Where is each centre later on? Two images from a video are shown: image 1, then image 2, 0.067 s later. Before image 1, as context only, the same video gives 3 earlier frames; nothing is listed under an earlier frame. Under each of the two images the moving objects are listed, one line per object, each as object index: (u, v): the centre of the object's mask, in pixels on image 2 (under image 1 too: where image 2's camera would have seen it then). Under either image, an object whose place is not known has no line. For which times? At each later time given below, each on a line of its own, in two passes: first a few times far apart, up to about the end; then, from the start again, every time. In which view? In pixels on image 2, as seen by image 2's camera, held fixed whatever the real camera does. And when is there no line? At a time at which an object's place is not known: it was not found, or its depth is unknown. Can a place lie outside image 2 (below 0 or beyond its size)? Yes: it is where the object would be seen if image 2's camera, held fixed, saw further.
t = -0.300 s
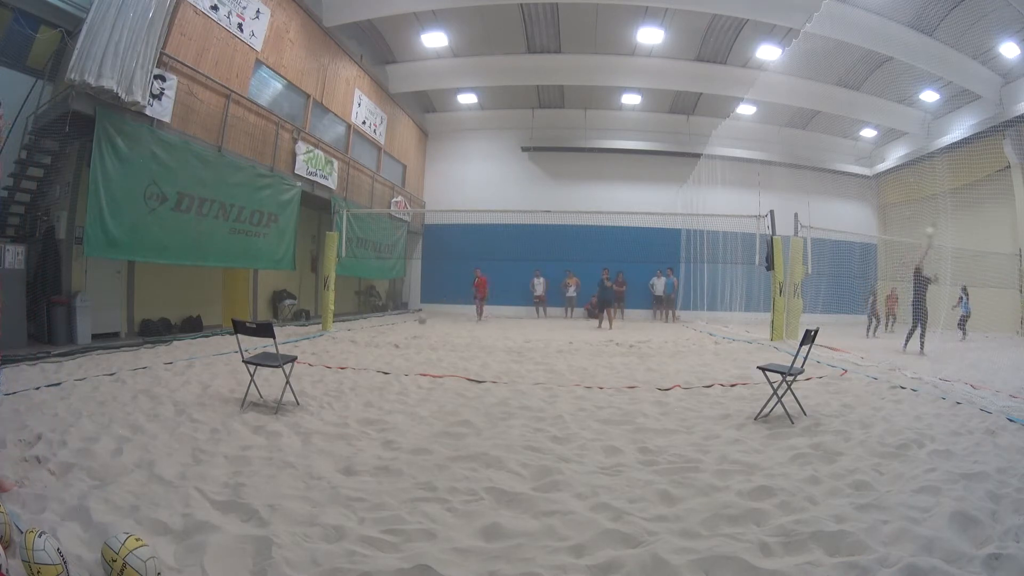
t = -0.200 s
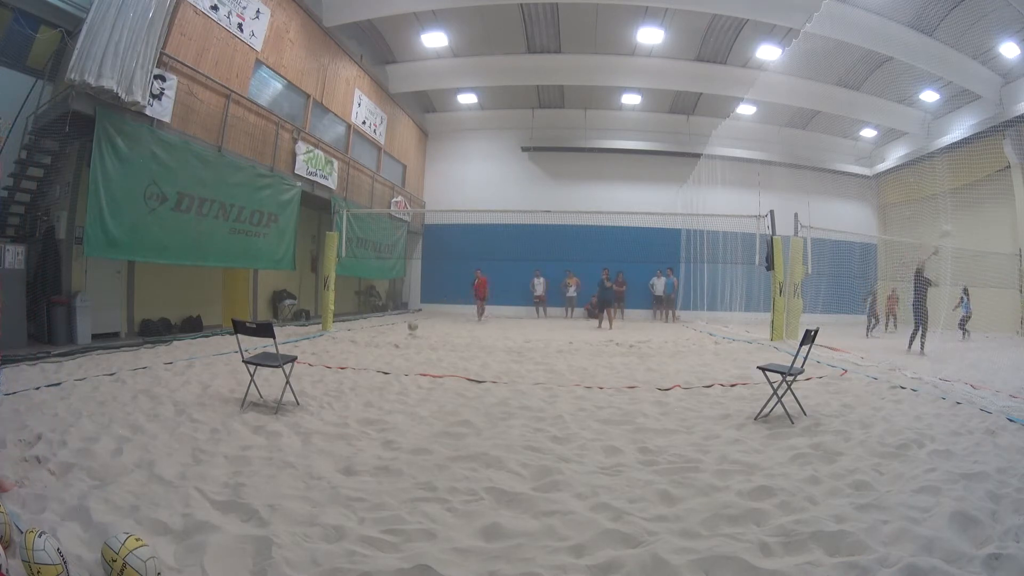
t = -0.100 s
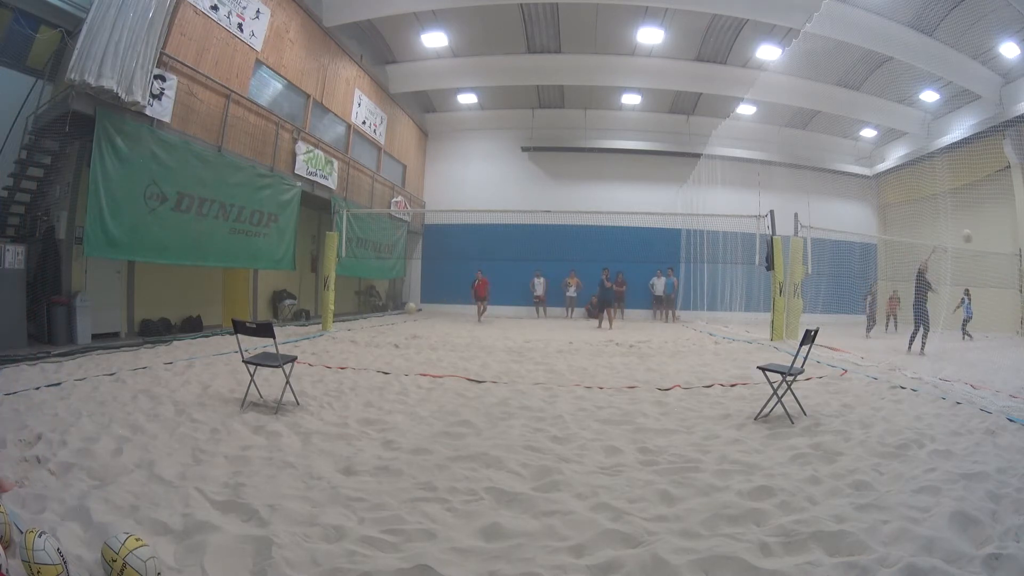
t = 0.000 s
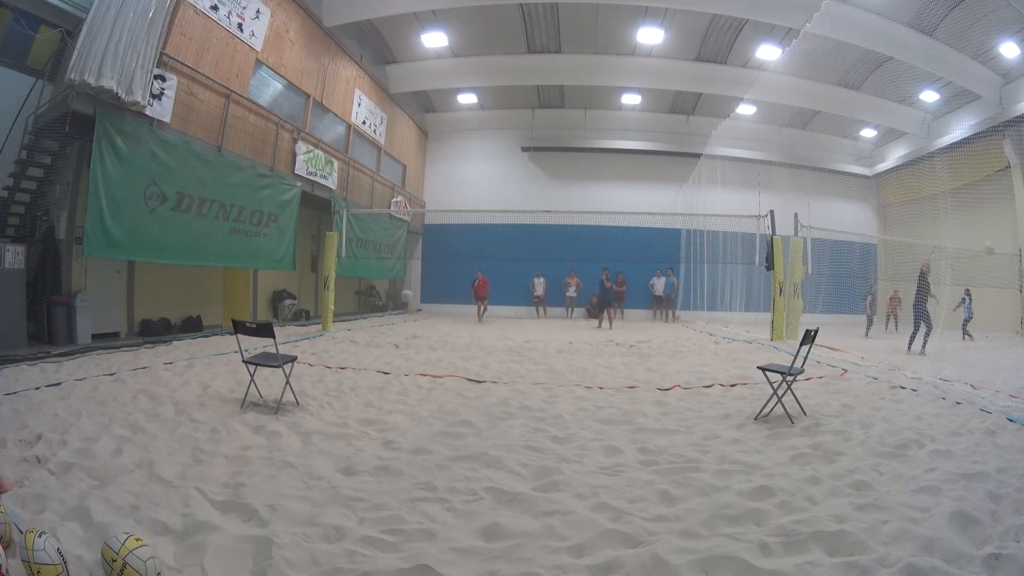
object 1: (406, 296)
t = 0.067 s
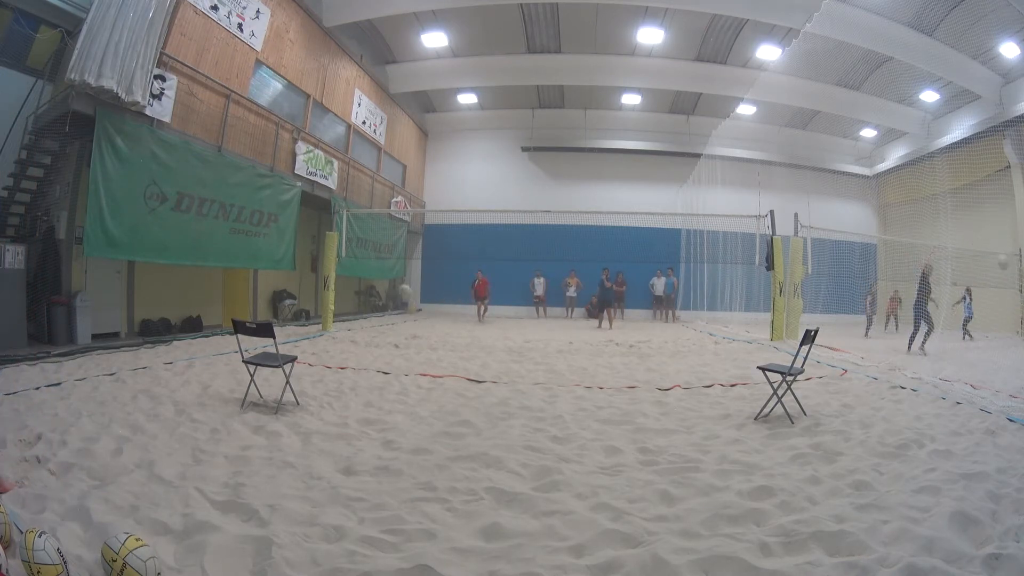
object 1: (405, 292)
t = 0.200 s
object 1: (399, 287)
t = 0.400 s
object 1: (389, 303)
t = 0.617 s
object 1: (375, 355)
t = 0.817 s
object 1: (350, 365)
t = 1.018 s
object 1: (319, 377)
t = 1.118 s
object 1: (302, 383)
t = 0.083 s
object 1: (404, 291)
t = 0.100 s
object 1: (404, 290)
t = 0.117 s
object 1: (403, 289)
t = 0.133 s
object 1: (402, 288)
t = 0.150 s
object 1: (401, 287)
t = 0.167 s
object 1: (401, 287)
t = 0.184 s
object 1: (400, 287)
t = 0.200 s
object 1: (399, 287)
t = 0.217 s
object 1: (398, 287)
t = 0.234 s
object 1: (397, 288)
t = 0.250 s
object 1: (397, 288)
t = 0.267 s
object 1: (396, 288)
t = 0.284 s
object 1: (395, 290)
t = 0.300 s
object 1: (394, 291)
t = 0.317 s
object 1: (394, 292)
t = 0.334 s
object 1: (392, 295)
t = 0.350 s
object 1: (392, 297)
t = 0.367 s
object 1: (390, 298)
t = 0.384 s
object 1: (390, 300)
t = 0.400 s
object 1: (389, 303)
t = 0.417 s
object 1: (388, 305)
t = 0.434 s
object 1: (386, 307)
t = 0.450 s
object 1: (386, 311)
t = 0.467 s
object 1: (385, 314)
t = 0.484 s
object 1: (384, 318)
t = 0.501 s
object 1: (383, 322)
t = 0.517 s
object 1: (381, 327)
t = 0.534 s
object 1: (380, 332)
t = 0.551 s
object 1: (379, 336)
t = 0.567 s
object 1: (378, 341)
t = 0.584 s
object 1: (377, 347)
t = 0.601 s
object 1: (376, 353)
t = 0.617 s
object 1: (375, 355)
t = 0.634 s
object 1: (373, 356)
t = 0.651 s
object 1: (371, 355)
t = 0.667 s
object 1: (369, 355)
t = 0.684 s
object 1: (367, 356)
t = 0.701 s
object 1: (365, 356)
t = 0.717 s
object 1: (363, 356)
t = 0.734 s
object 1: (361, 357)
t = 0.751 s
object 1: (359, 358)
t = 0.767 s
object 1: (357, 359)
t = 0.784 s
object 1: (354, 361)
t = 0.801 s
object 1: (353, 362)
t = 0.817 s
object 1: (350, 365)
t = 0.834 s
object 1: (347, 368)
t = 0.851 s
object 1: (345, 367)
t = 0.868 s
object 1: (343, 367)
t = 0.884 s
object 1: (340, 366)
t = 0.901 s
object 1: (338, 367)
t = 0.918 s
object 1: (335, 367)
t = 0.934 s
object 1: (332, 369)
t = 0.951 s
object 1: (330, 369)
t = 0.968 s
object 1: (327, 370)
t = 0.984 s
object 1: (325, 372)
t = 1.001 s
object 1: (322, 375)
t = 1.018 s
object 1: (319, 377)
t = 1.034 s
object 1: (317, 378)
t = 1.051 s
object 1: (314, 379)
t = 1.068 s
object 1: (310, 380)
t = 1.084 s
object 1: (307, 381)
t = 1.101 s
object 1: (305, 382)
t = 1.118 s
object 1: (302, 383)
